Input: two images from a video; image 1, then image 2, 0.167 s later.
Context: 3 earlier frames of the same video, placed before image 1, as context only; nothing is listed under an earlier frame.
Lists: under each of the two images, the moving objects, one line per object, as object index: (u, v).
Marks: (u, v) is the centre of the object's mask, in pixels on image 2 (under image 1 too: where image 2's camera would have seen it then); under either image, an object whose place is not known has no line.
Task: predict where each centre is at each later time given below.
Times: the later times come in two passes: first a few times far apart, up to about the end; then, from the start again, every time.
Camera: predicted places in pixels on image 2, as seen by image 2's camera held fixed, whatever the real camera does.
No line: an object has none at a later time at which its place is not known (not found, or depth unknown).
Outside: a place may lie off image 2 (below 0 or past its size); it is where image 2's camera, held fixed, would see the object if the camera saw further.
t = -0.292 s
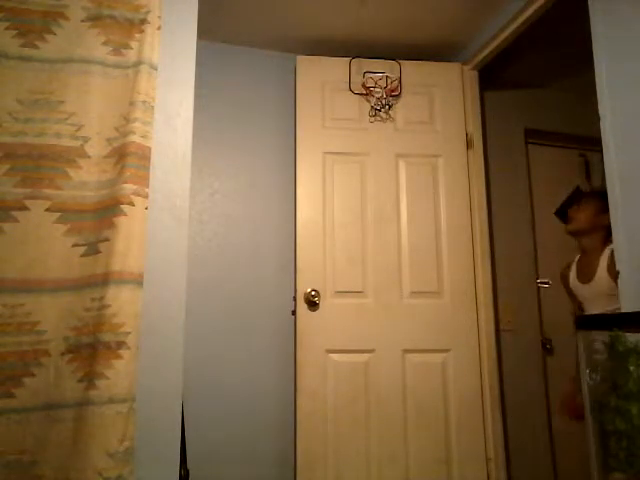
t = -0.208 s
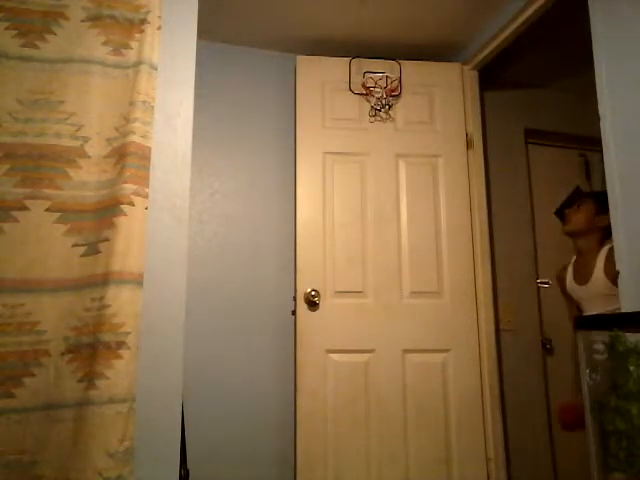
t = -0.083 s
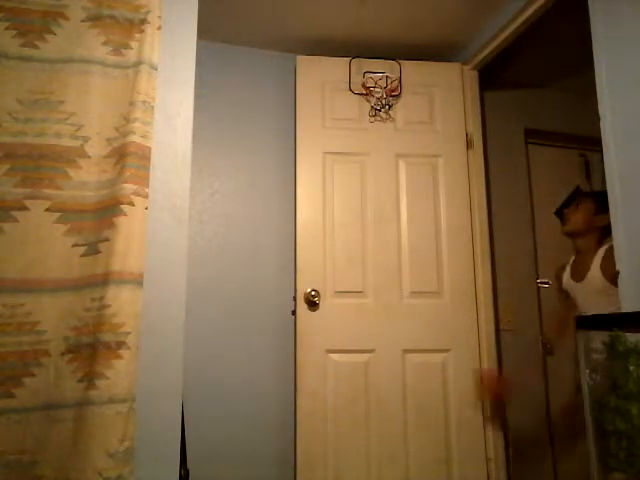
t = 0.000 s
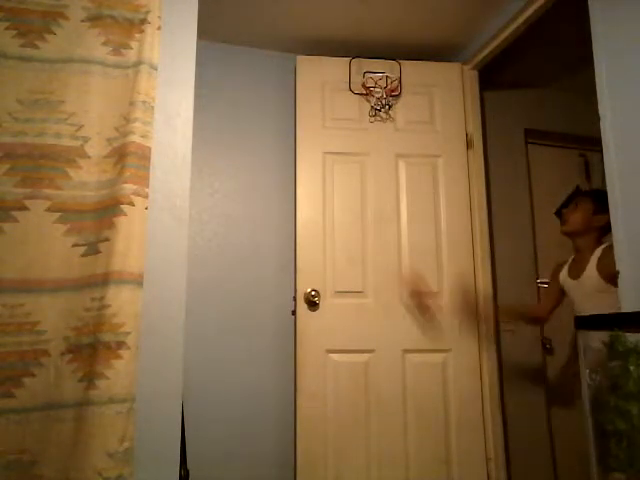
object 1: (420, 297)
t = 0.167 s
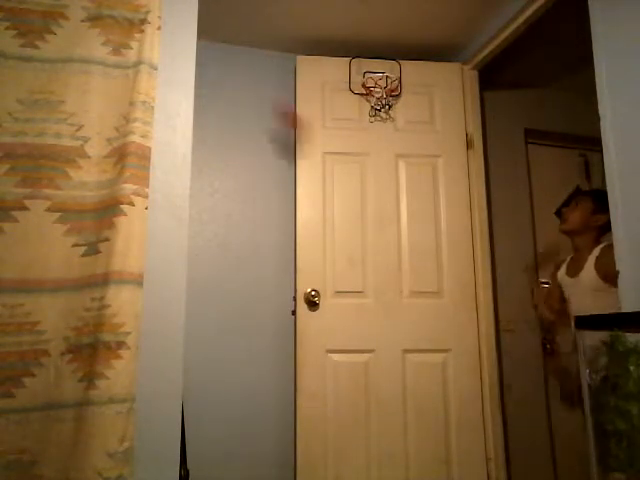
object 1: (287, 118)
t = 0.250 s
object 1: (230, 57)
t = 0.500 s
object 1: (282, 143)
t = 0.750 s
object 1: (199, 399)
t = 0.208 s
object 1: (258, 97)
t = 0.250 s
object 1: (230, 57)
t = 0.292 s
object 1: (204, 37)
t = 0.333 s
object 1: (210, 34)
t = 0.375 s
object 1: (227, 54)
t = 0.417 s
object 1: (248, 79)
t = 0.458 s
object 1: (264, 108)
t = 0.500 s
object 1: (282, 143)
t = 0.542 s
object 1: (280, 173)
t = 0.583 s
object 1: (267, 203)
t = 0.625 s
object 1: (251, 240)
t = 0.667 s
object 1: (235, 282)
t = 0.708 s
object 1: (218, 335)
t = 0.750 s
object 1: (199, 399)
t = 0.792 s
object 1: (195, 448)
